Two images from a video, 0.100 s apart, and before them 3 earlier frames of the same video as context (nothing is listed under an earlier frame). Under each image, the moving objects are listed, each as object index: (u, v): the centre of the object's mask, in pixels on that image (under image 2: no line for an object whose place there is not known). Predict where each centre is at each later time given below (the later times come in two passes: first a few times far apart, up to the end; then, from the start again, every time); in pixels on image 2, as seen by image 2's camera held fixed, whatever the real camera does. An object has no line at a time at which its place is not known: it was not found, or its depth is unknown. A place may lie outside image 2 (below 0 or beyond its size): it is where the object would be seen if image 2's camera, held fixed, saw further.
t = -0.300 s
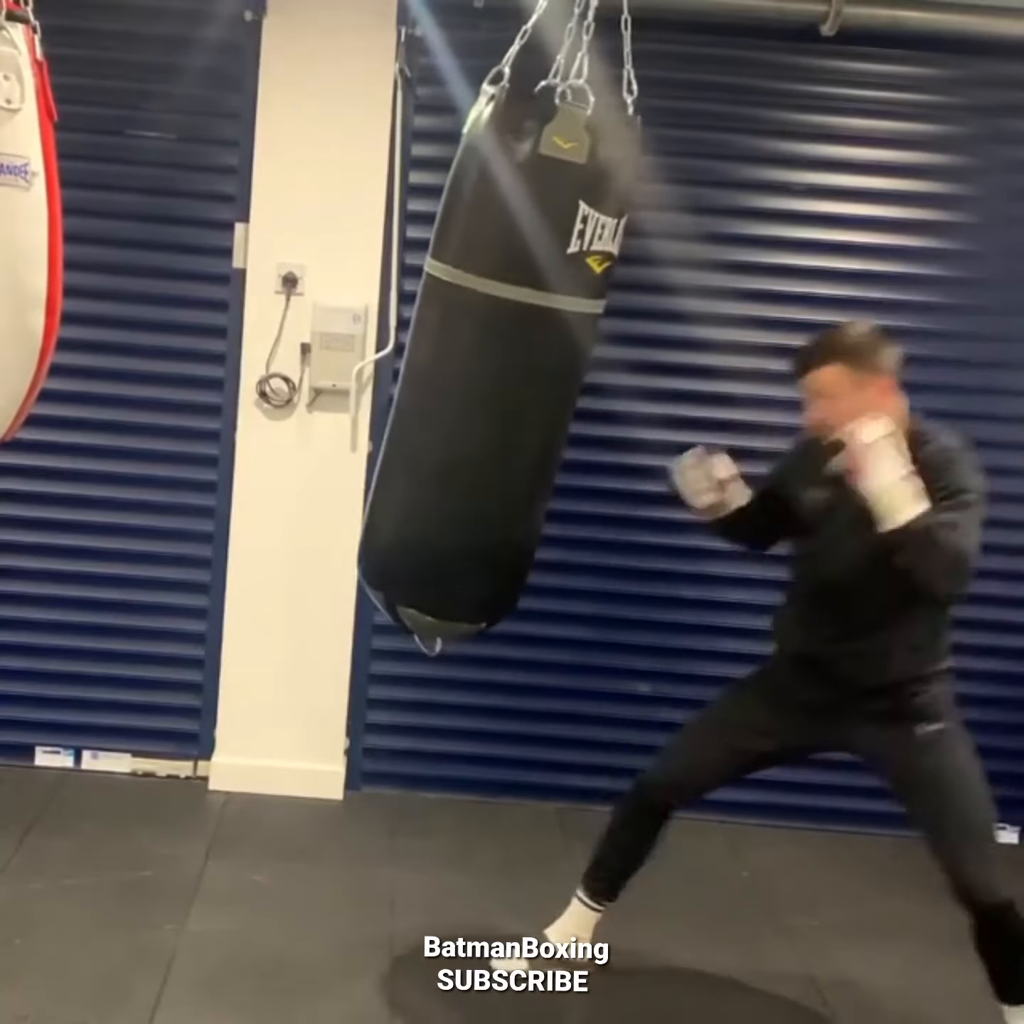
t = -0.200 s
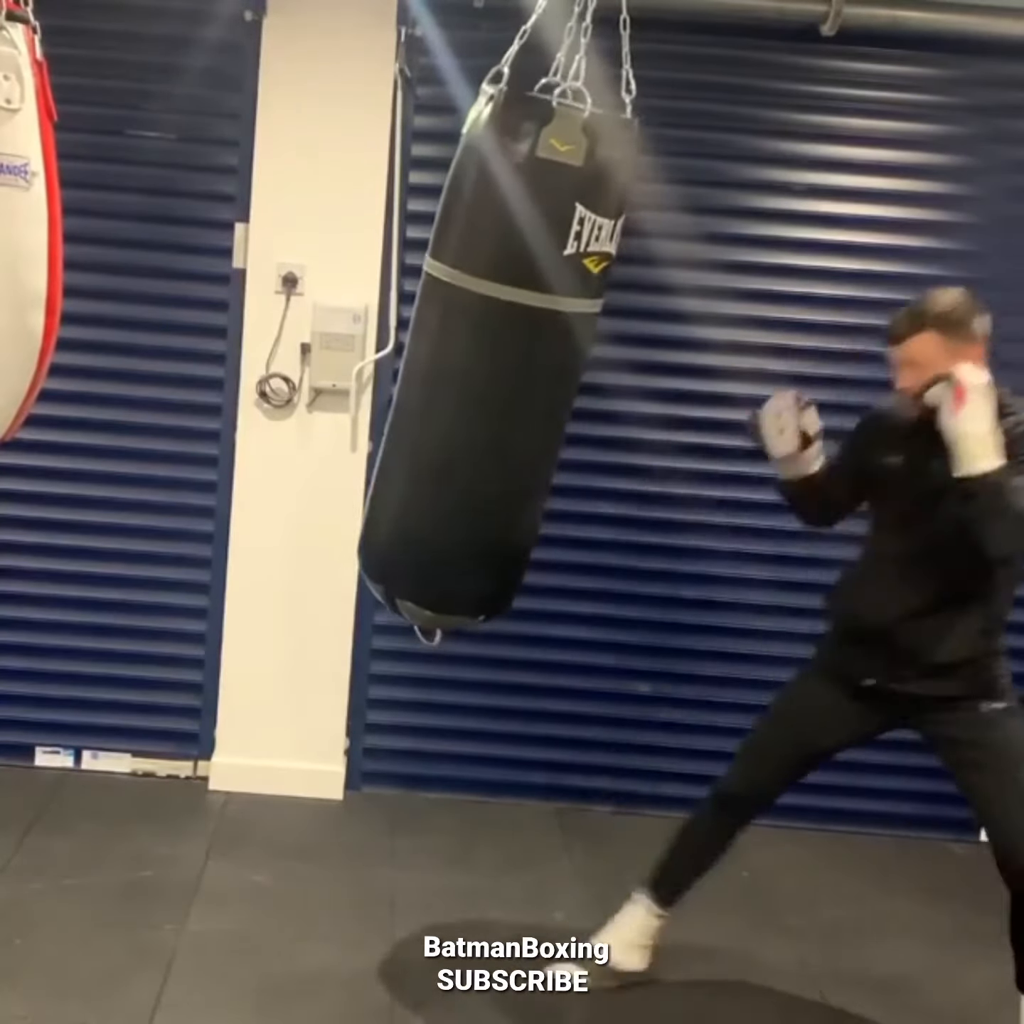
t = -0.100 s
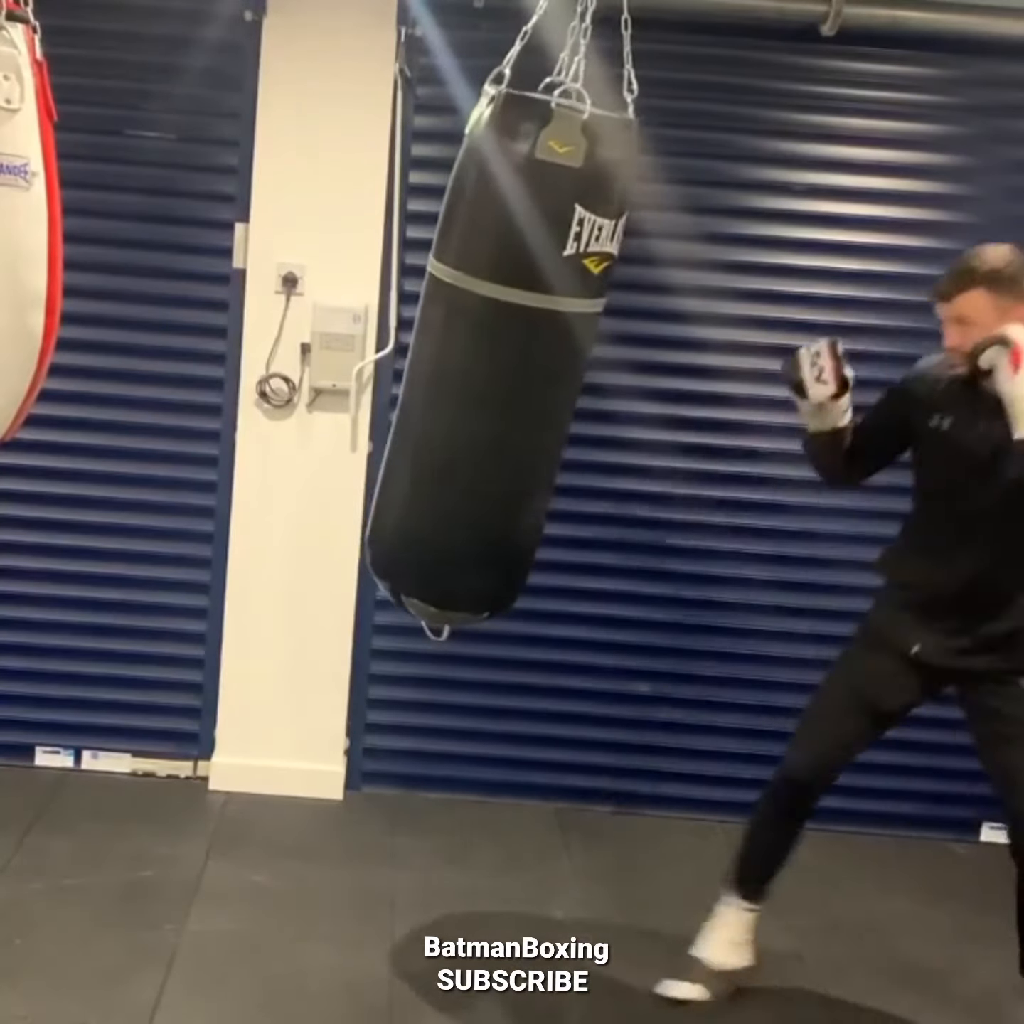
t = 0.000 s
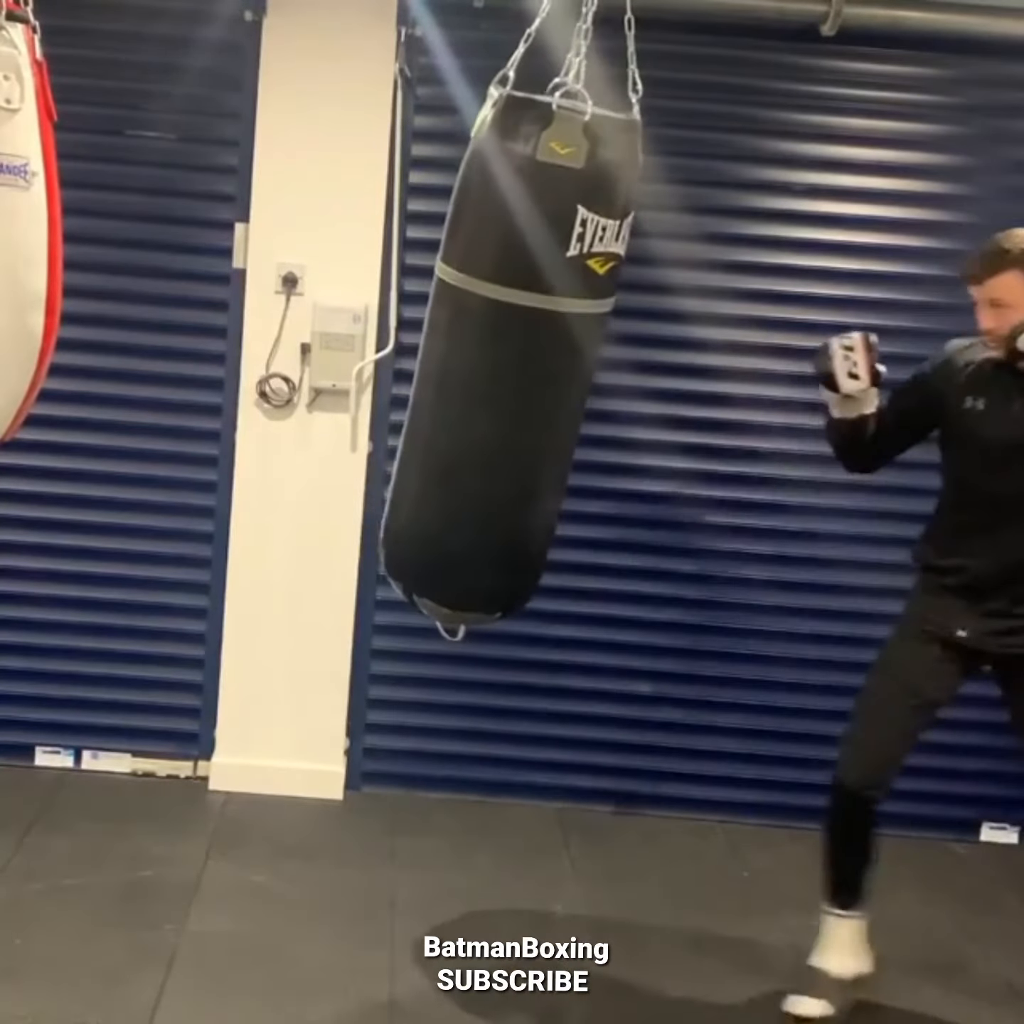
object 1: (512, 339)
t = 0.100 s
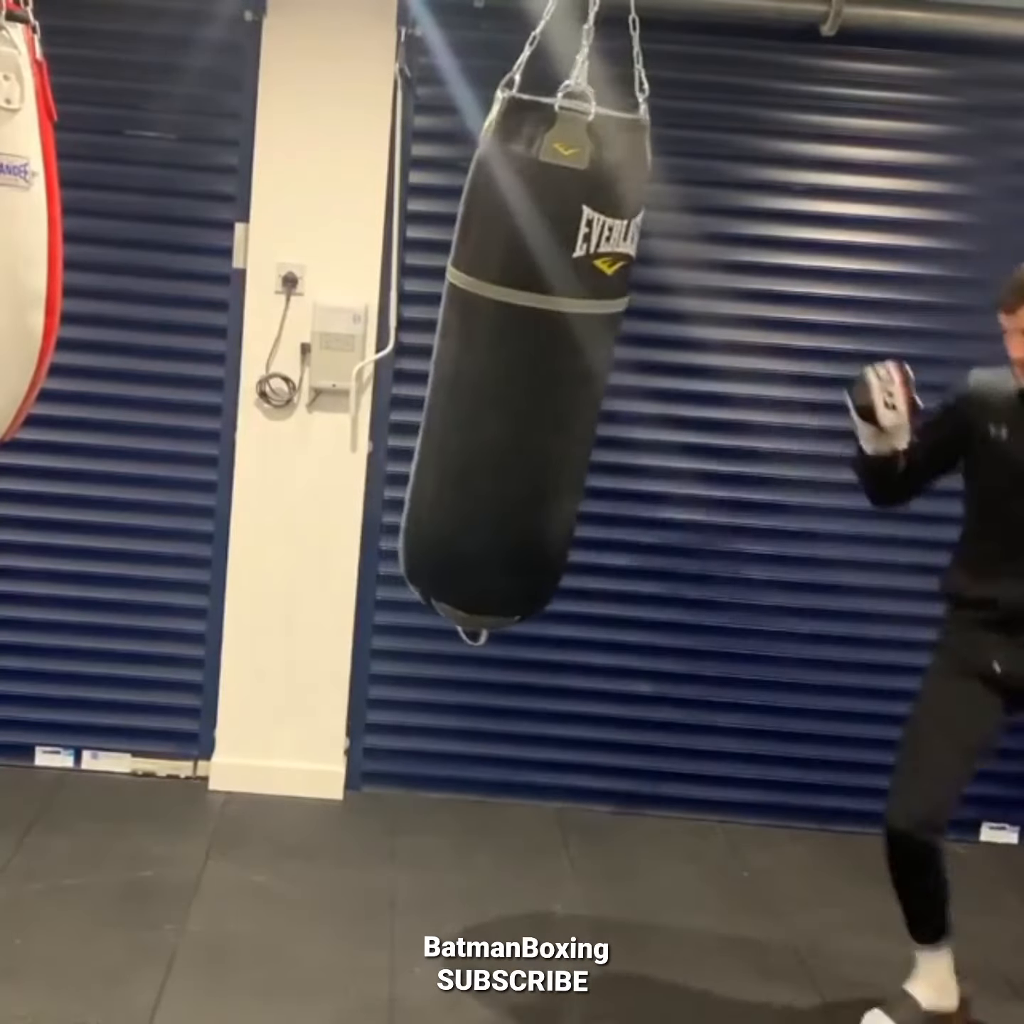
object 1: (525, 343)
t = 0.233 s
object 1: (548, 348)
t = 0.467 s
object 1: (596, 355)
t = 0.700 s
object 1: (638, 364)
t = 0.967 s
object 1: (653, 366)
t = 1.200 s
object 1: (630, 368)
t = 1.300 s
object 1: (611, 368)
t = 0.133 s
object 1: (530, 344)
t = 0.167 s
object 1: (536, 346)
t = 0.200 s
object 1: (542, 347)
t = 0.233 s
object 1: (548, 348)
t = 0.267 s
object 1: (555, 349)
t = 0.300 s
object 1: (562, 351)
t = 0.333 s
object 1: (569, 352)
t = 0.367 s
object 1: (576, 354)
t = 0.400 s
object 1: (583, 355)
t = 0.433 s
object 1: (590, 356)
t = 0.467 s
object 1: (596, 355)
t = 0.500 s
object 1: (603, 359)
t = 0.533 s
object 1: (610, 361)
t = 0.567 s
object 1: (616, 362)
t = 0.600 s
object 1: (623, 364)
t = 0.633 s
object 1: (628, 363)
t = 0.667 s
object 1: (633, 364)
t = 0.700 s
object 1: (638, 364)
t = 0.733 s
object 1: (642, 365)
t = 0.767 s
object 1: (646, 366)
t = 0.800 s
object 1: (650, 366)
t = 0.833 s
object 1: (651, 366)
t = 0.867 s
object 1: (653, 367)
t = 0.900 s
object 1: (654, 366)
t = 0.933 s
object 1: (654, 367)
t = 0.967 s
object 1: (653, 366)
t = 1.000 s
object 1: (652, 366)
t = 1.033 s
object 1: (651, 367)
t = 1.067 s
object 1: (648, 368)
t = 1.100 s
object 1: (644, 368)
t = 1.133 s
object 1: (641, 369)
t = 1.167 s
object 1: (635, 368)
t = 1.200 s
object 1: (630, 368)
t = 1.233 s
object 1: (625, 369)
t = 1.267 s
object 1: (617, 368)
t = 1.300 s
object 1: (611, 368)
